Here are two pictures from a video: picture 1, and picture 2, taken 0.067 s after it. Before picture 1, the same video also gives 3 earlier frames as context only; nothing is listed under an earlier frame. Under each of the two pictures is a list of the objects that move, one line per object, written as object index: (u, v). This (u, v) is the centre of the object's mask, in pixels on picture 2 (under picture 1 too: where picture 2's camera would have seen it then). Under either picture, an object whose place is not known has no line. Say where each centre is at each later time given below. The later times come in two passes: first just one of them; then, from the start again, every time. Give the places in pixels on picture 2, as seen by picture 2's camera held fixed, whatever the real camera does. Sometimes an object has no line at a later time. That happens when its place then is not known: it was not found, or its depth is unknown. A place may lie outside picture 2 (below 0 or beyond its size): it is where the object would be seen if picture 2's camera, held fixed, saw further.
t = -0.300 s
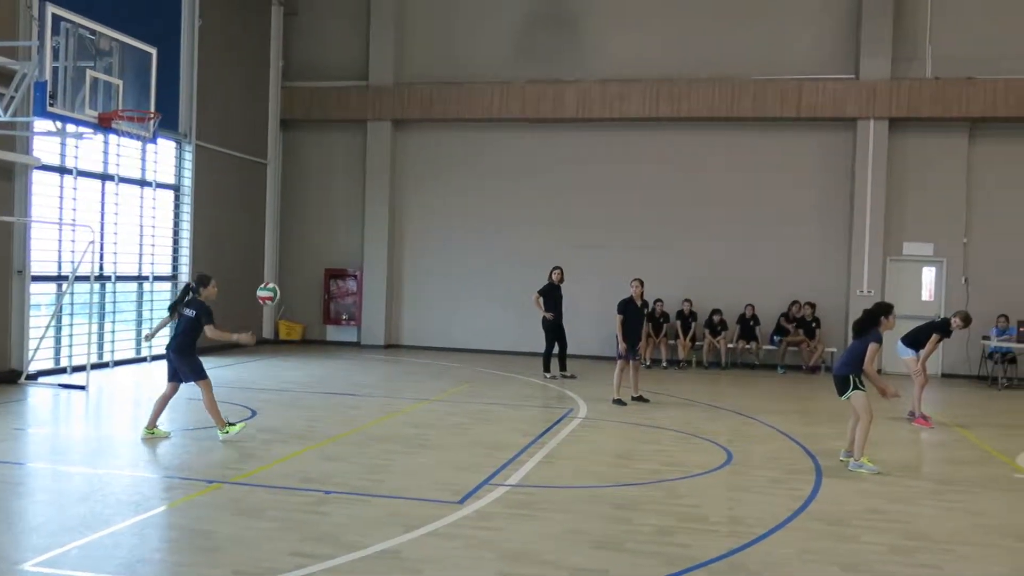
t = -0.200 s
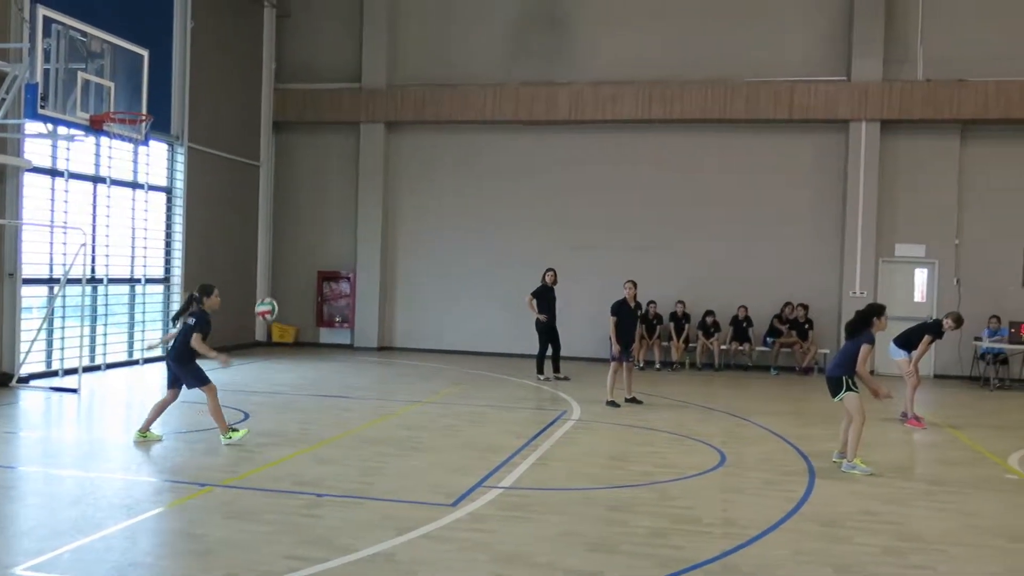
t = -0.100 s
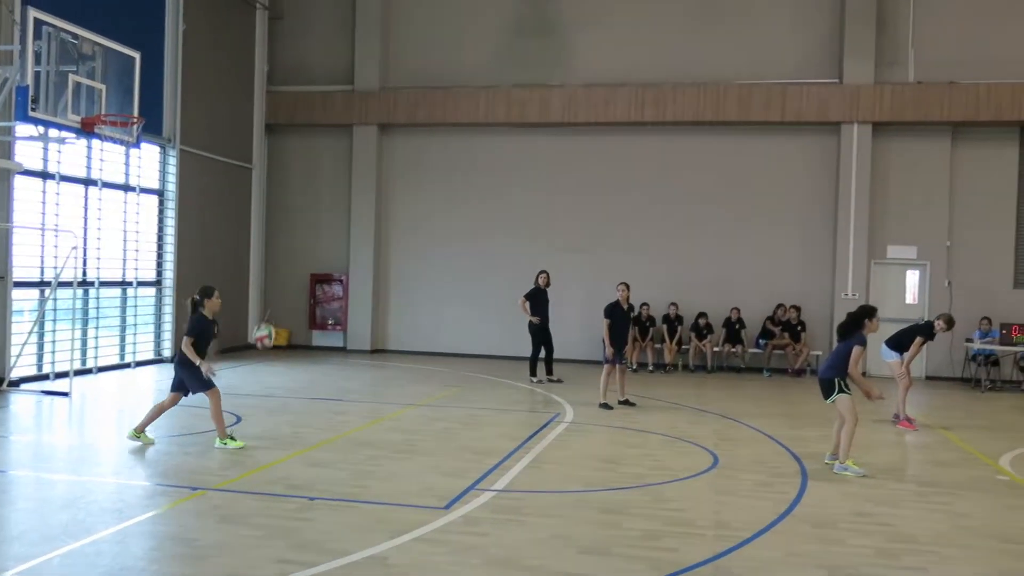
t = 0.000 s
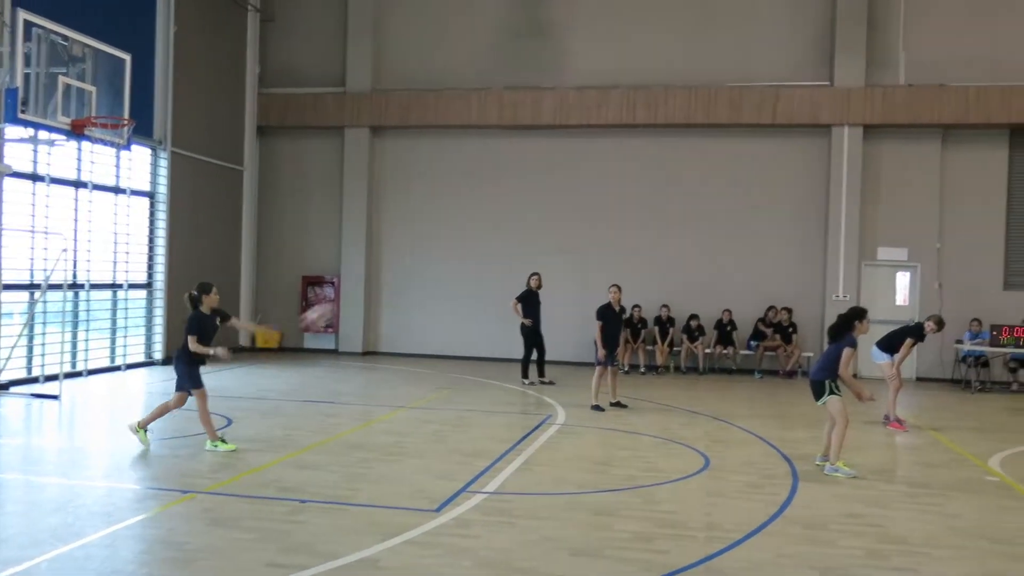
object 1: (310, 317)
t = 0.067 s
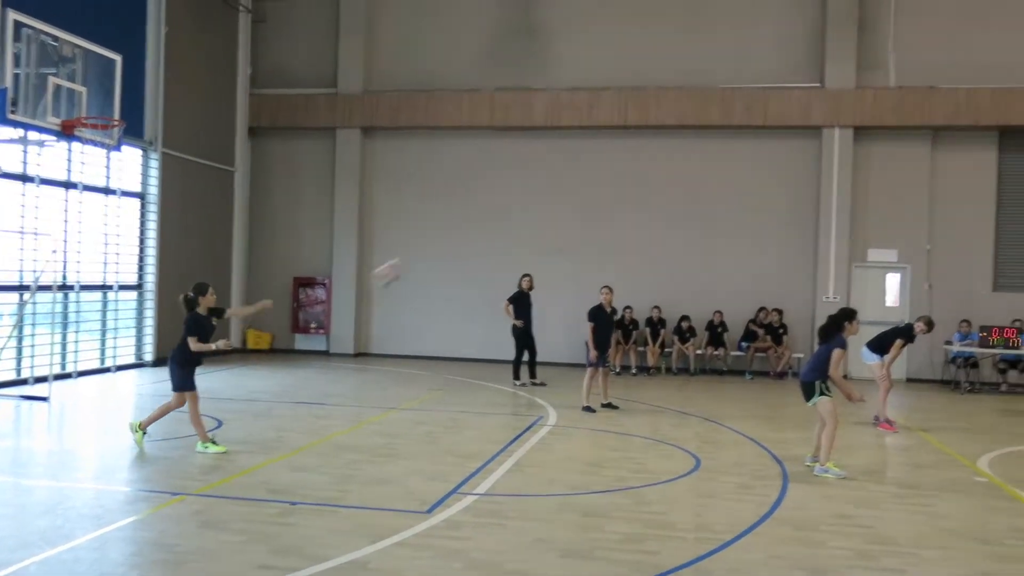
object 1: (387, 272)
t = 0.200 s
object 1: (547, 197)
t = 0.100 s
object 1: (428, 252)
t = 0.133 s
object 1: (468, 235)
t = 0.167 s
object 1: (509, 213)
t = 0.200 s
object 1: (547, 197)
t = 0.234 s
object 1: (587, 181)
